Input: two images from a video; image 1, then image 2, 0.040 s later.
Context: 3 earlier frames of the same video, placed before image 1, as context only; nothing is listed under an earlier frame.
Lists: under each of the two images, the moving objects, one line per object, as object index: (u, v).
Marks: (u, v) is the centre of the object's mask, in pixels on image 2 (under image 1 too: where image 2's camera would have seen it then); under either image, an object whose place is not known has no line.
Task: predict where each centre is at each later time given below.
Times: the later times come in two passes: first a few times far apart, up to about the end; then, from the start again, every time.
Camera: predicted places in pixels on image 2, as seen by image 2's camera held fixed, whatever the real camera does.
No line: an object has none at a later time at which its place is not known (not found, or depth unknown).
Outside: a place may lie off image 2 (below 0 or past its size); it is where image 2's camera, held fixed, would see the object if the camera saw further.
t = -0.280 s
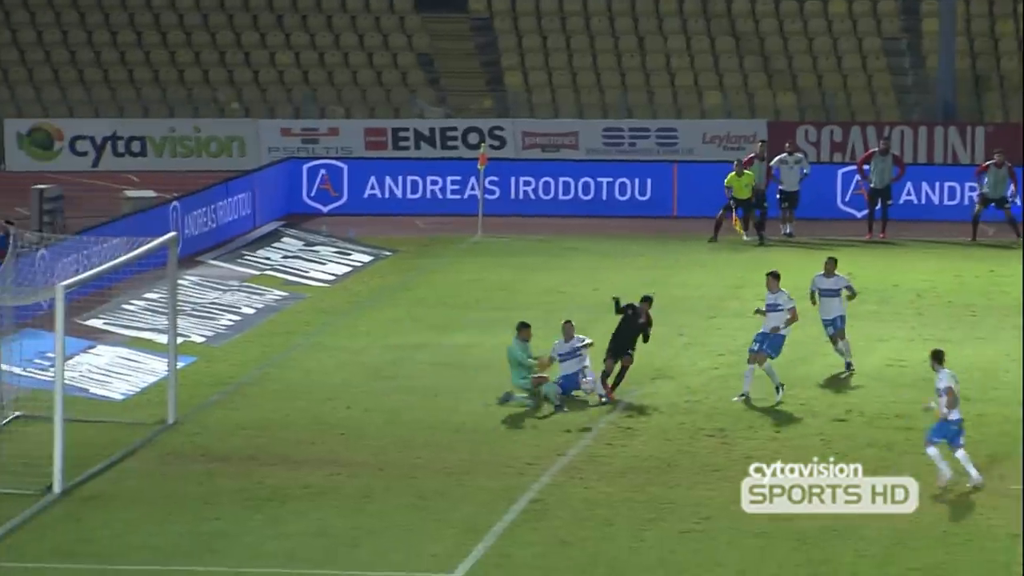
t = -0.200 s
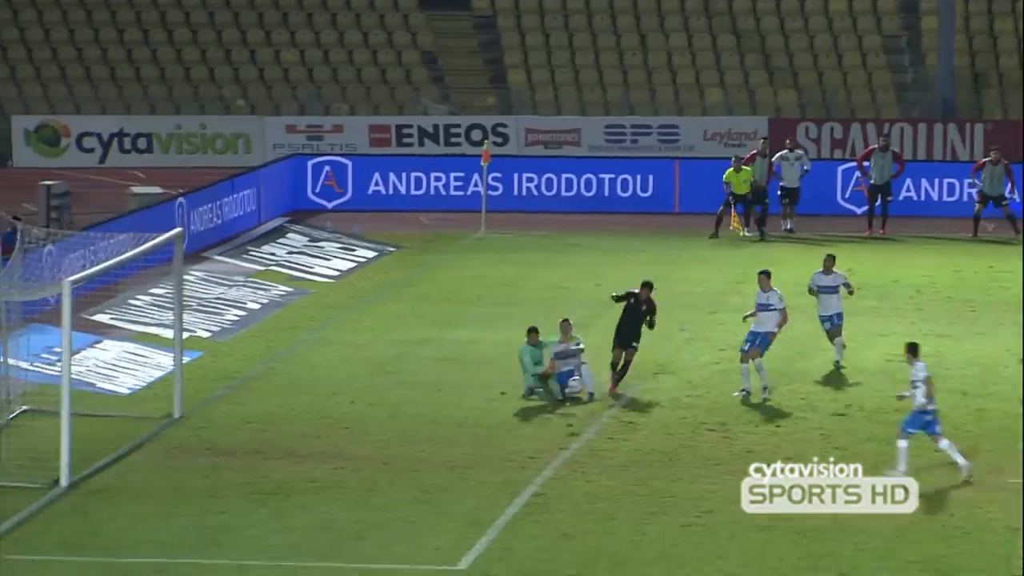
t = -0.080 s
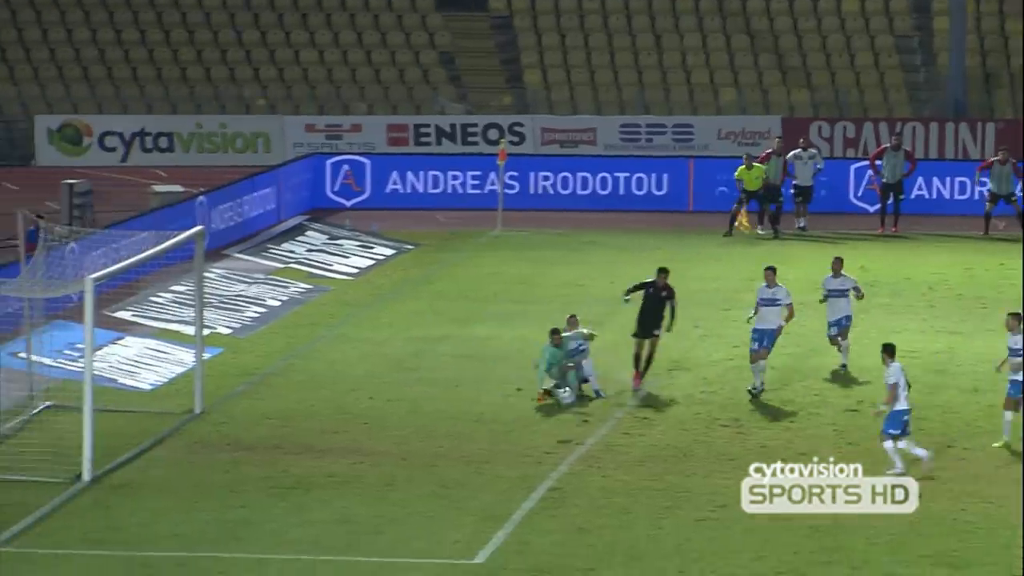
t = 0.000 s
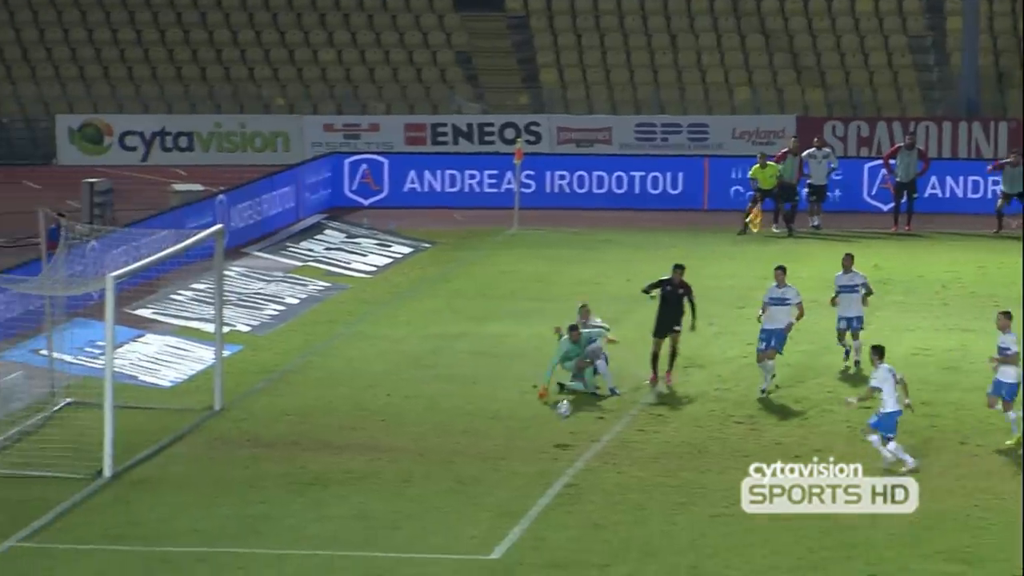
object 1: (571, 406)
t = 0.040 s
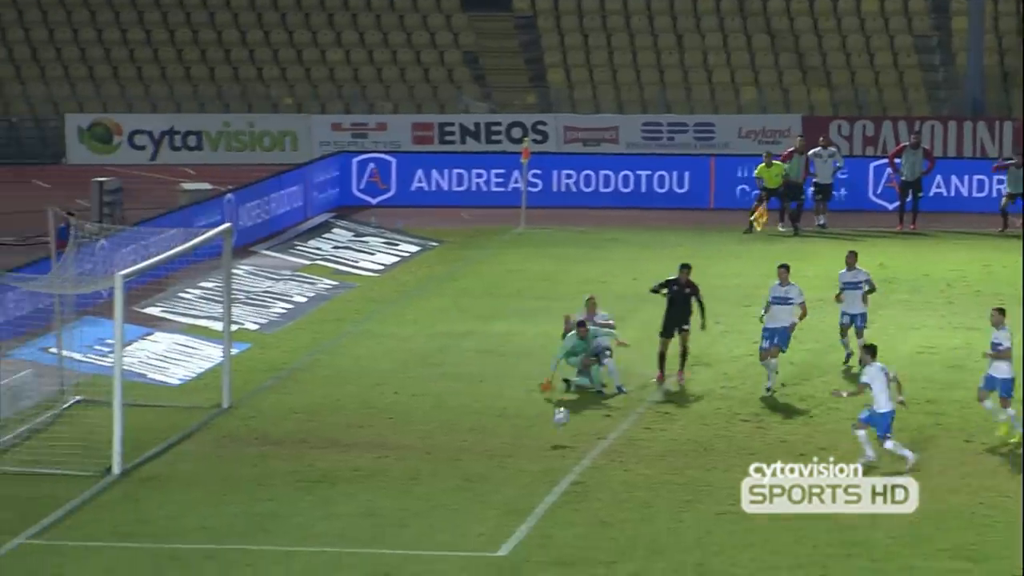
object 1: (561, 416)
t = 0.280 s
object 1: (510, 435)
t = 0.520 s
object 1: (460, 457)
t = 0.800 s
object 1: (410, 488)
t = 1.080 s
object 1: (377, 524)
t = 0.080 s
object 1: (551, 427)
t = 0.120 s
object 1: (540, 439)
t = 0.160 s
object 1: (532, 442)
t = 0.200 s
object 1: (524, 437)
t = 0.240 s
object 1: (517, 436)
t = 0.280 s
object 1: (510, 435)
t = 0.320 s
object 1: (501, 435)
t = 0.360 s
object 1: (494, 437)
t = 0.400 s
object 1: (485, 440)
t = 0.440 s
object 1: (477, 444)
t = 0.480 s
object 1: (468, 450)
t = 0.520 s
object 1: (460, 457)
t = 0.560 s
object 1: (450, 465)
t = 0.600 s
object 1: (441, 475)
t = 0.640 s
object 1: (431, 486)
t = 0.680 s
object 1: (424, 492)
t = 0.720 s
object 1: (419, 490)
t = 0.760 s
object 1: (415, 488)
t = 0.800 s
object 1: (410, 488)
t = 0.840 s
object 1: (405, 489)
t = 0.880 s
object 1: (401, 491)
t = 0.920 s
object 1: (396, 495)
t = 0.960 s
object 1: (391, 501)
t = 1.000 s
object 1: (386, 508)
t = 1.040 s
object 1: (381, 516)
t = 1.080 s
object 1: (377, 524)
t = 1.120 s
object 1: (371, 522)
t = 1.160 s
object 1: (366, 521)
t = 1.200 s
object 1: (361, 520)
